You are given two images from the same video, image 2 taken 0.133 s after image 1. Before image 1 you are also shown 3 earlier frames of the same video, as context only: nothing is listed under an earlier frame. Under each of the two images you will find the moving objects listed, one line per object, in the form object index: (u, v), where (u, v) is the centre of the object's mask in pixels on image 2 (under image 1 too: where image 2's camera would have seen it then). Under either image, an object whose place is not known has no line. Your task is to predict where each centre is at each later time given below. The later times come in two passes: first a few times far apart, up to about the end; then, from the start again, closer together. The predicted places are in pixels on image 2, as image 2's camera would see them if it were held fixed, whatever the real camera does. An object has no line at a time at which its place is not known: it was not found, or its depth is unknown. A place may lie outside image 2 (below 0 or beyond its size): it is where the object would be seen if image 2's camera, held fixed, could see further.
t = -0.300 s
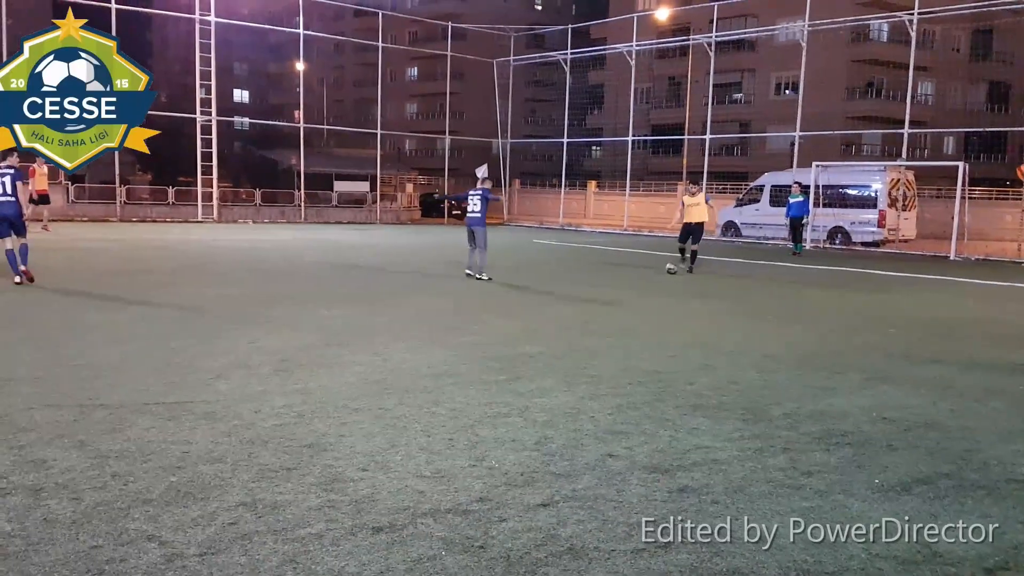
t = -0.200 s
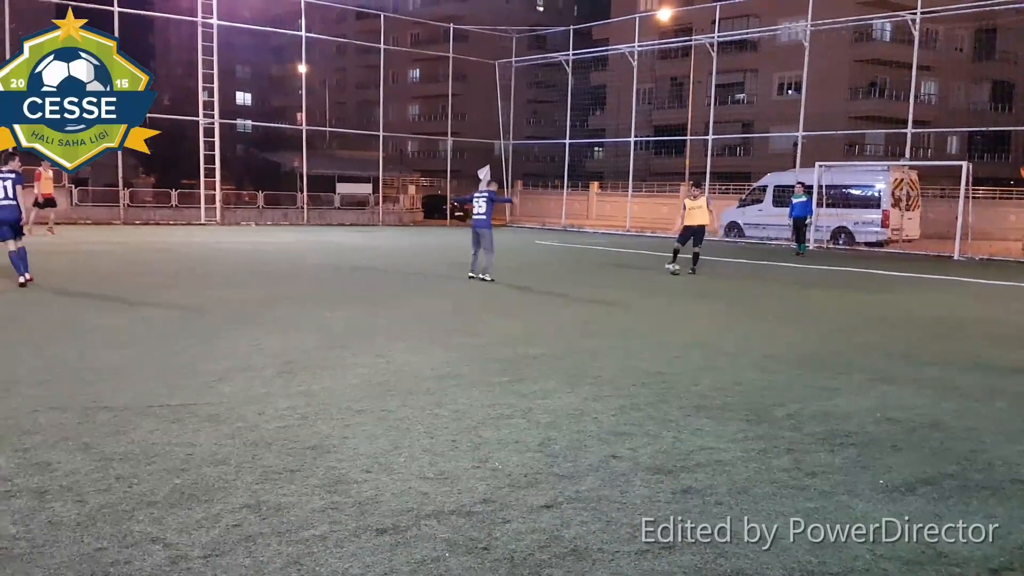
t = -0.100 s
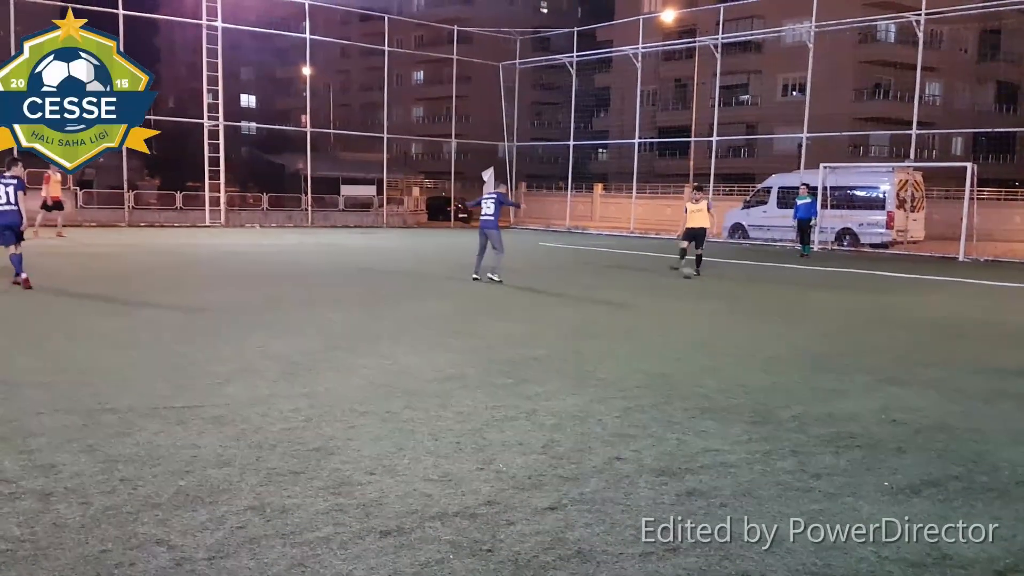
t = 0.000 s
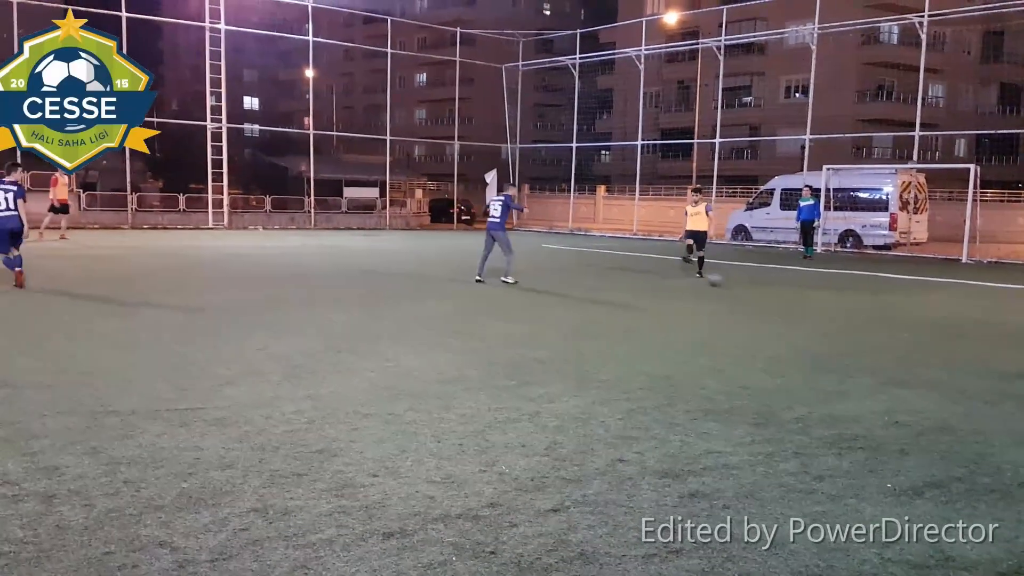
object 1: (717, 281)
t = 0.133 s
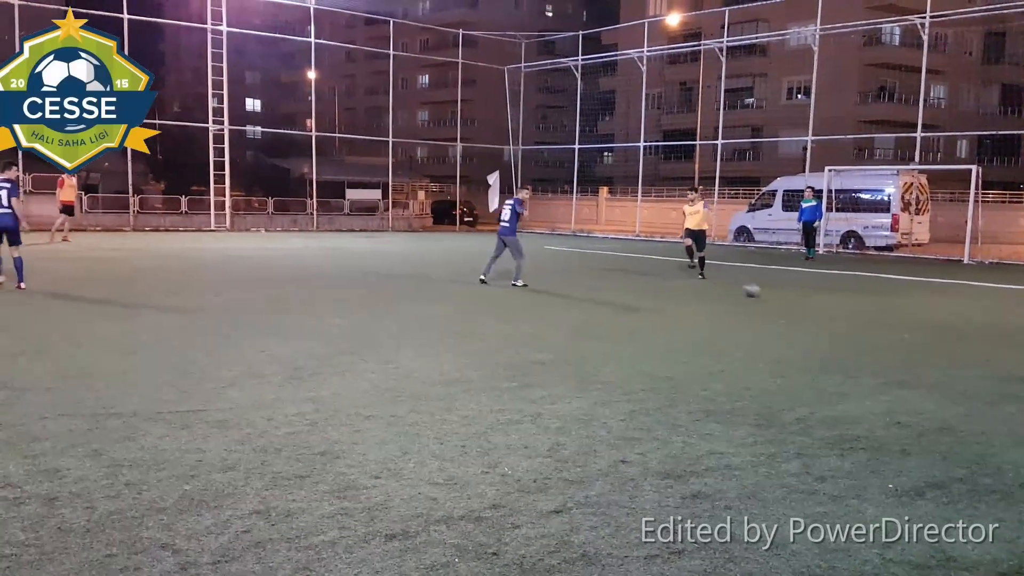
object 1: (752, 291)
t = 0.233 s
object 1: (779, 296)
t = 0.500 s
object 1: (863, 315)
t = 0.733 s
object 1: (940, 331)
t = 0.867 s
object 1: (995, 346)
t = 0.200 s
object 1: (770, 295)
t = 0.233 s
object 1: (779, 296)
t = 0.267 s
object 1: (789, 298)
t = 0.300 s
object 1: (801, 301)
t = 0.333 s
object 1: (810, 304)
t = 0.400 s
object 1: (831, 308)
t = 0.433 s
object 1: (842, 310)
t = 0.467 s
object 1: (852, 313)
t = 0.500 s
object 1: (863, 315)
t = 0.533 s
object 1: (874, 316)
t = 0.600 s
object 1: (895, 321)
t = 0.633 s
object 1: (906, 324)
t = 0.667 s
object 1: (917, 325)
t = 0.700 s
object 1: (928, 328)
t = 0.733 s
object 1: (940, 331)
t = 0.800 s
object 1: (965, 339)
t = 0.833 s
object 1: (980, 342)
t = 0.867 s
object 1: (995, 346)
